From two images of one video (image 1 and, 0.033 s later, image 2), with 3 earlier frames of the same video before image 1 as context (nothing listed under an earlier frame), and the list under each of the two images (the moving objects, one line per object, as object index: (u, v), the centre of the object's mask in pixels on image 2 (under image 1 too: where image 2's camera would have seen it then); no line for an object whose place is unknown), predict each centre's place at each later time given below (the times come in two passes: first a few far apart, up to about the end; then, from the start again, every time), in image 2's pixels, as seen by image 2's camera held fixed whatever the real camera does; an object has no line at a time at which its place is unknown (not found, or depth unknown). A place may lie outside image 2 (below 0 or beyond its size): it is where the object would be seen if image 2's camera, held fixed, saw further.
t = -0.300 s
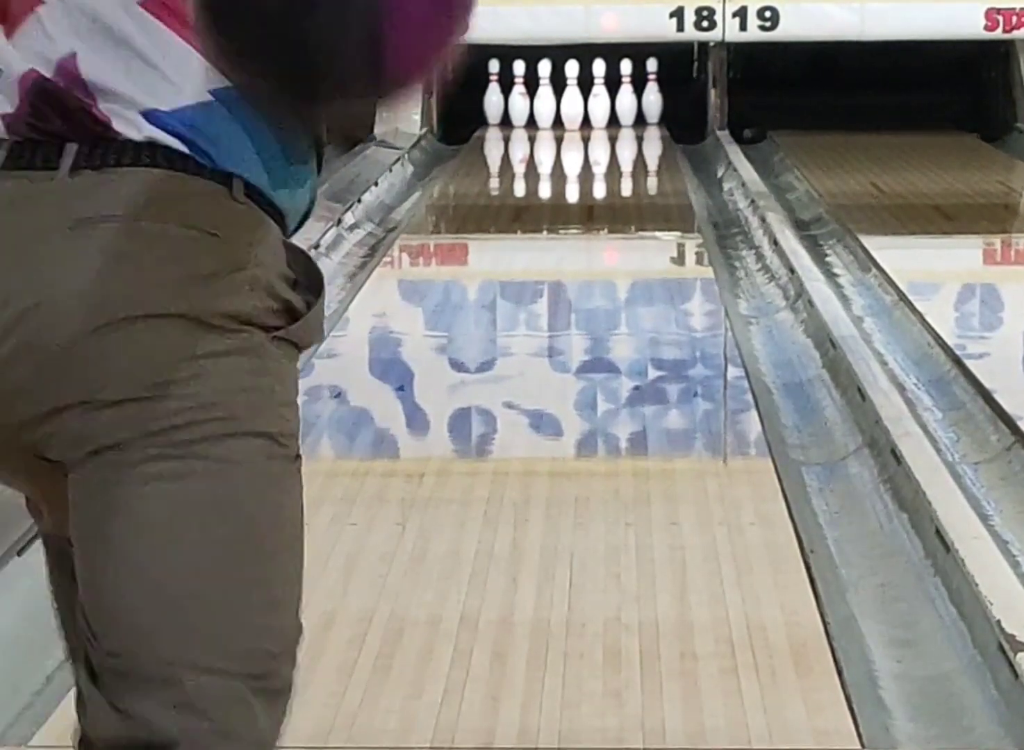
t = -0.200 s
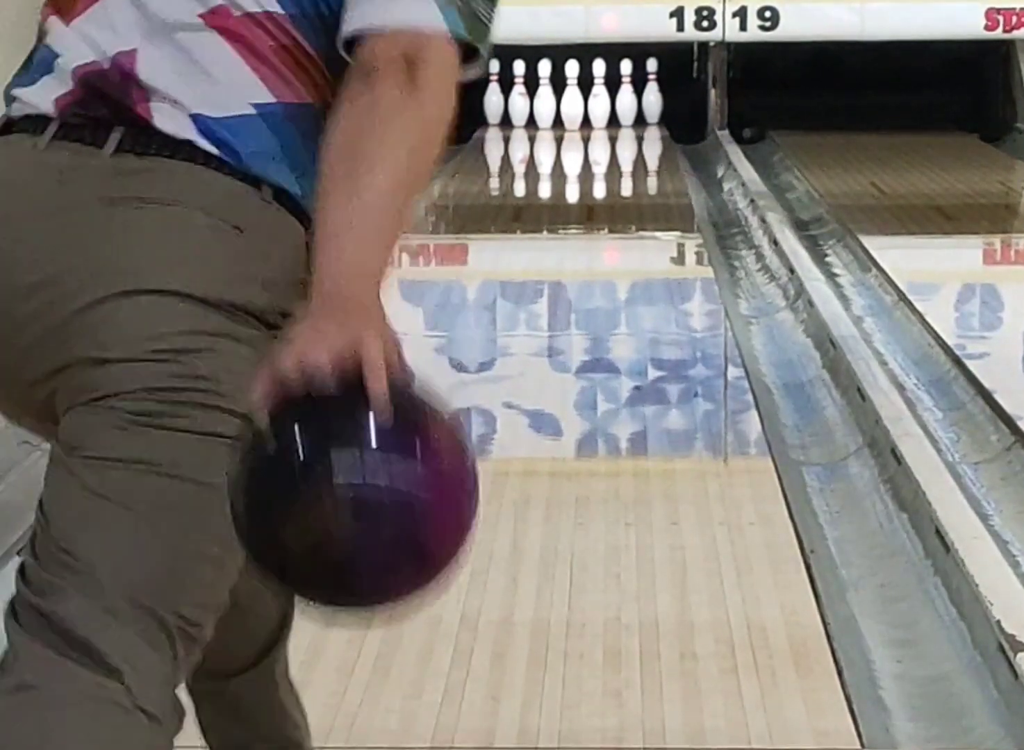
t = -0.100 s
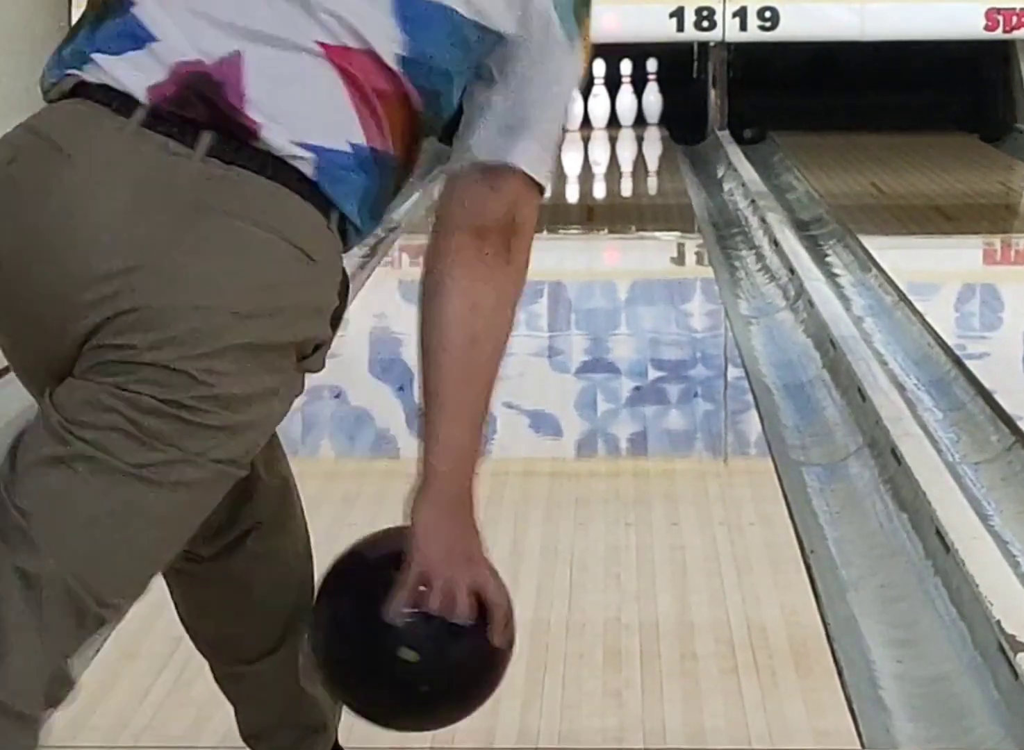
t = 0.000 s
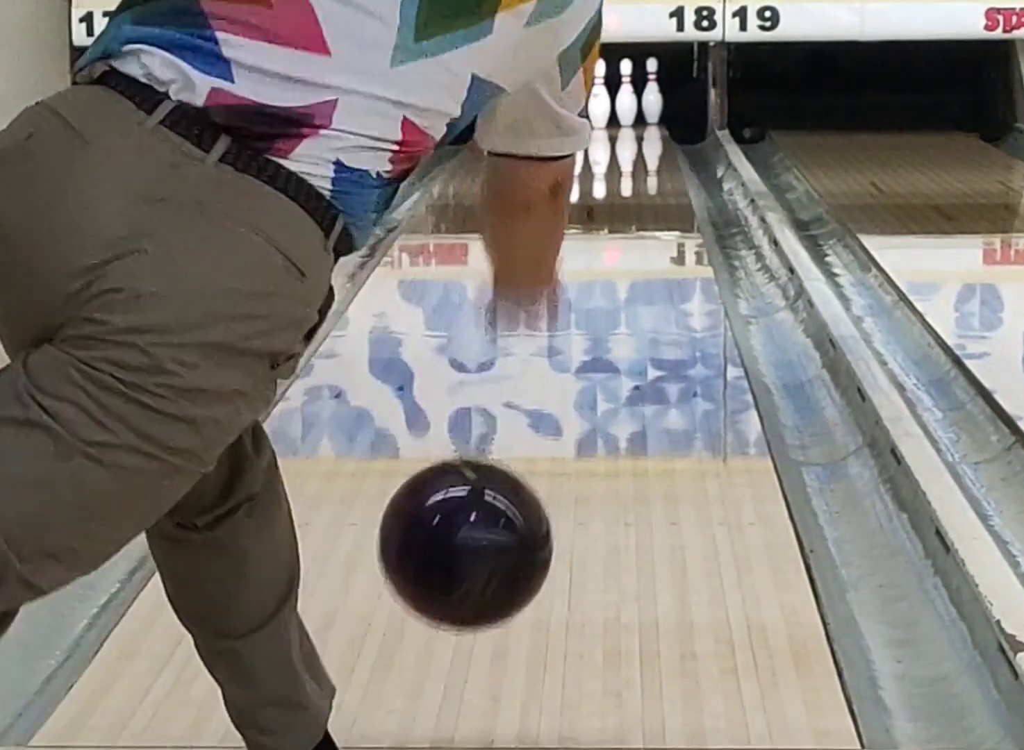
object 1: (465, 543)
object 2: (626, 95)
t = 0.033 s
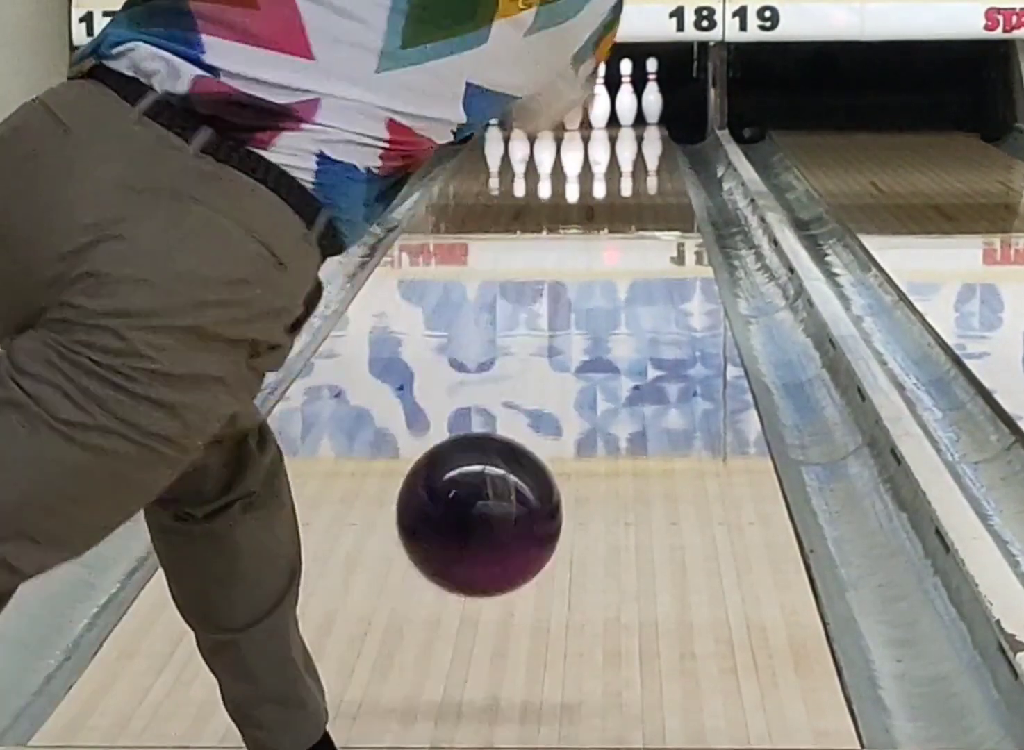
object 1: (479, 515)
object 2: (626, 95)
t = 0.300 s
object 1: (551, 446)
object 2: (626, 95)
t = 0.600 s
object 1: (594, 329)
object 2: (626, 95)
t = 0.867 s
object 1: (616, 264)
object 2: (626, 95)
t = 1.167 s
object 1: (631, 211)
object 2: (626, 95)
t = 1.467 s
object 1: (639, 175)
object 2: (626, 95)
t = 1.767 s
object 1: (639, 148)
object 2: (626, 95)
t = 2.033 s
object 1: (629, 130)
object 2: (626, 87)
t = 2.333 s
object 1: (601, 115)
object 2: (626, 94)
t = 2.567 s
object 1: (597, 107)
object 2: (648, 95)
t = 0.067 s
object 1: (491, 498)
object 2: (626, 95)
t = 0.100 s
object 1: (502, 489)
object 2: (626, 94)
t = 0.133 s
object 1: (512, 489)
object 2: (626, 94)
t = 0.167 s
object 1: (521, 495)
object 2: (626, 95)
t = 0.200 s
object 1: (530, 506)
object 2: (626, 95)
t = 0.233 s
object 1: (538, 479)
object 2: (626, 95)
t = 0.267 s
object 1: (545, 459)
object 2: (626, 95)
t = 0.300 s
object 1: (551, 446)
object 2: (626, 95)
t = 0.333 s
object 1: (558, 431)
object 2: (626, 95)
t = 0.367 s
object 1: (563, 417)
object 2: (626, 95)
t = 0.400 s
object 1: (569, 402)
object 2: (626, 95)
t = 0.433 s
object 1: (574, 388)
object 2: (626, 95)
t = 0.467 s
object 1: (579, 375)
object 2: (626, 95)
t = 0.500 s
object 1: (583, 363)
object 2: (626, 95)
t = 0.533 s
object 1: (587, 350)
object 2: (626, 94)
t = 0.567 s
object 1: (590, 339)
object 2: (626, 95)
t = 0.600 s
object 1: (594, 329)
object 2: (626, 95)
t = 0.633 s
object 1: (598, 320)
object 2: (626, 95)
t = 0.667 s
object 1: (601, 311)
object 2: (626, 95)
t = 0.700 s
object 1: (604, 303)
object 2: (626, 95)
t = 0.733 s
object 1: (606, 294)
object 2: (626, 95)
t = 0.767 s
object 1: (609, 286)
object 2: (626, 95)
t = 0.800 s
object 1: (612, 279)
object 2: (626, 95)
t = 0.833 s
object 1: (614, 271)
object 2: (626, 95)
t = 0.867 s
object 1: (616, 264)
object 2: (626, 95)
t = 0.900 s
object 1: (618, 258)
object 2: (626, 95)
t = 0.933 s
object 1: (620, 251)
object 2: (626, 95)
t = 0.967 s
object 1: (622, 245)
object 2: (626, 95)
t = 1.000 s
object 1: (624, 239)
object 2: (626, 95)
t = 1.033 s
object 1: (626, 232)
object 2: (626, 95)
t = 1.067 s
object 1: (627, 227)
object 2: (626, 95)
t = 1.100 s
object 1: (629, 222)
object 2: (626, 95)
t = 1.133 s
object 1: (630, 217)
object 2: (626, 95)
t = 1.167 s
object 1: (631, 211)
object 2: (626, 95)
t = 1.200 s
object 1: (633, 207)
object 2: (626, 95)
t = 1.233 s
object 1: (634, 202)
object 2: (626, 95)
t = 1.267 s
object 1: (634, 199)
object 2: (626, 95)
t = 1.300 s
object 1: (636, 194)
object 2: (630, 109)
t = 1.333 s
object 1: (636, 190)
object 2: (626, 95)
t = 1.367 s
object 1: (637, 186)
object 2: (626, 95)
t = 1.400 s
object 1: (638, 183)
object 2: (626, 95)
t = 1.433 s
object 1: (638, 179)
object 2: (626, 95)
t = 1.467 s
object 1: (639, 175)
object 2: (626, 95)
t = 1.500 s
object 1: (639, 172)
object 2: (626, 95)
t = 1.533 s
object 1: (639, 169)
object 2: (626, 95)
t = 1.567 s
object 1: (639, 166)
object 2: (626, 95)
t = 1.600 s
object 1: (639, 162)
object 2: (626, 95)
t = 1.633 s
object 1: (640, 160)
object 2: (626, 95)
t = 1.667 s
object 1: (639, 157)
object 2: (626, 95)
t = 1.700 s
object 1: (639, 154)
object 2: (626, 95)
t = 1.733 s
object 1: (639, 150)
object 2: (626, 95)
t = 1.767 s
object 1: (639, 148)
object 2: (626, 95)
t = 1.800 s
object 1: (638, 146)
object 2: (626, 94)
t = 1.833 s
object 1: (638, 144)
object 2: (626, 94)
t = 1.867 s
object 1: (637, 141)
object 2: (626, 93)
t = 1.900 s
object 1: (636, 139)
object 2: (626, 92)
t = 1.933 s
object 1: (634, 136)
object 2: (626, 91)
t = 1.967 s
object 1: (633, 134)
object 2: (626, 90)
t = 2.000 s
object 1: (631, 133)
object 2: (626, 88)
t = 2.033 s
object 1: (629, 130)
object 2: (626, 87)
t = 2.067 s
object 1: (627, 129)
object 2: (626, 86)
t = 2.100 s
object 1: (624, 127)
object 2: (626, 85)
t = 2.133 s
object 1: (623, 125)
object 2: (626, 85)
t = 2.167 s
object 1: (619, 123)
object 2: (626, 84)
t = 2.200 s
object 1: (616, 121)
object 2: (627, 84)
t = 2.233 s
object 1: (613, 120)
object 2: (627, 86)
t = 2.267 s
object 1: (609, 118)
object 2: (628, 90)
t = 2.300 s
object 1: (605, 117)
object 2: (627, 92)
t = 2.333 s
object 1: (601, 115)
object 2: (626, 94)
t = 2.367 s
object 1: (597, 113)
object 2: (626, 94)
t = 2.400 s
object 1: (593, 112)
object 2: (626, 95)
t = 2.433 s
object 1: (594, 111)
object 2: (626, 95)
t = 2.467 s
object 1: (595, 109)
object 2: (626, 94)
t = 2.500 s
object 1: (594, 110)
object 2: (630, 95)
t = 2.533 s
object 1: (594, 109)
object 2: (638, 94)
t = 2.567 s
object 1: (597, 107)
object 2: (648, 95)
